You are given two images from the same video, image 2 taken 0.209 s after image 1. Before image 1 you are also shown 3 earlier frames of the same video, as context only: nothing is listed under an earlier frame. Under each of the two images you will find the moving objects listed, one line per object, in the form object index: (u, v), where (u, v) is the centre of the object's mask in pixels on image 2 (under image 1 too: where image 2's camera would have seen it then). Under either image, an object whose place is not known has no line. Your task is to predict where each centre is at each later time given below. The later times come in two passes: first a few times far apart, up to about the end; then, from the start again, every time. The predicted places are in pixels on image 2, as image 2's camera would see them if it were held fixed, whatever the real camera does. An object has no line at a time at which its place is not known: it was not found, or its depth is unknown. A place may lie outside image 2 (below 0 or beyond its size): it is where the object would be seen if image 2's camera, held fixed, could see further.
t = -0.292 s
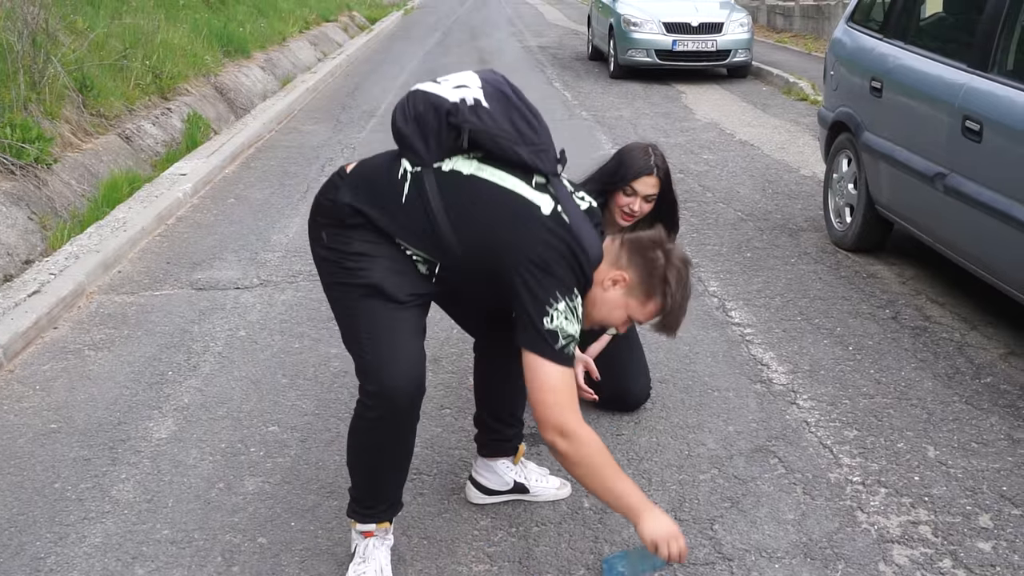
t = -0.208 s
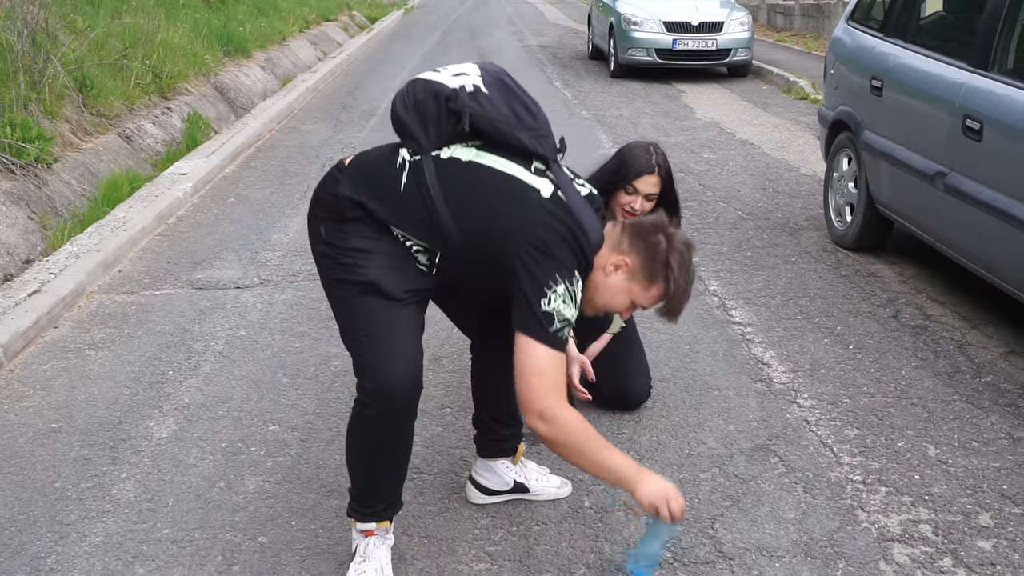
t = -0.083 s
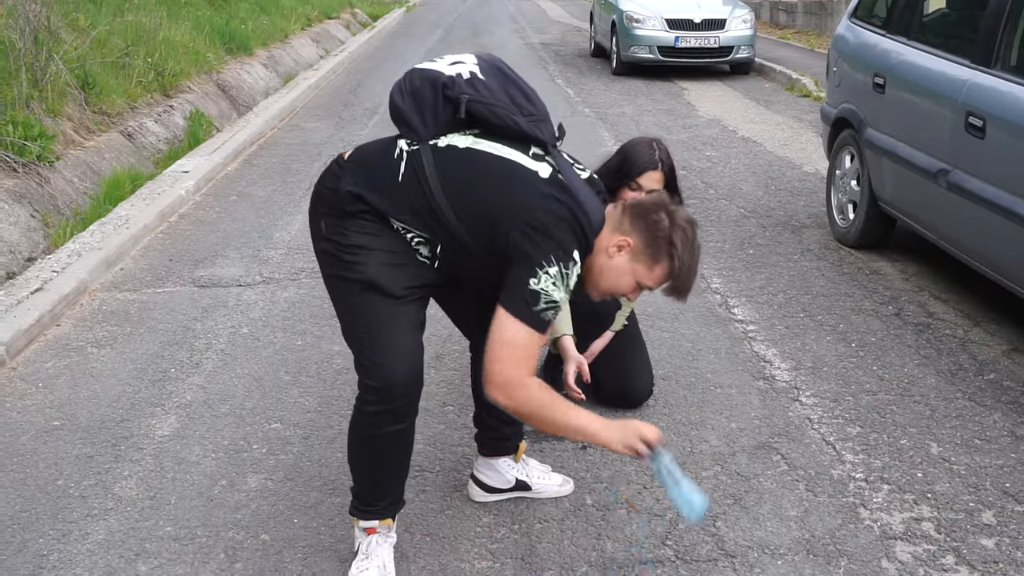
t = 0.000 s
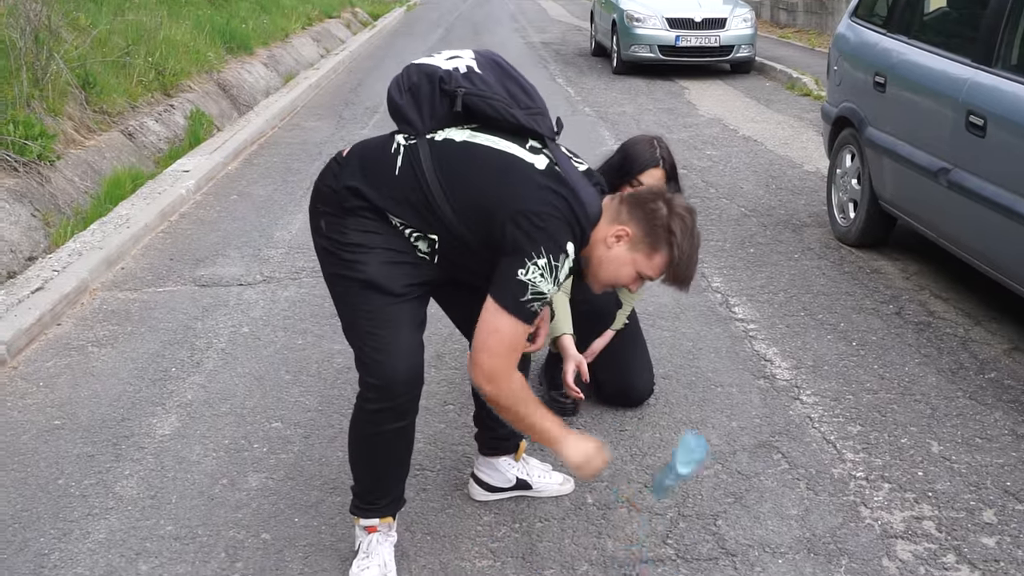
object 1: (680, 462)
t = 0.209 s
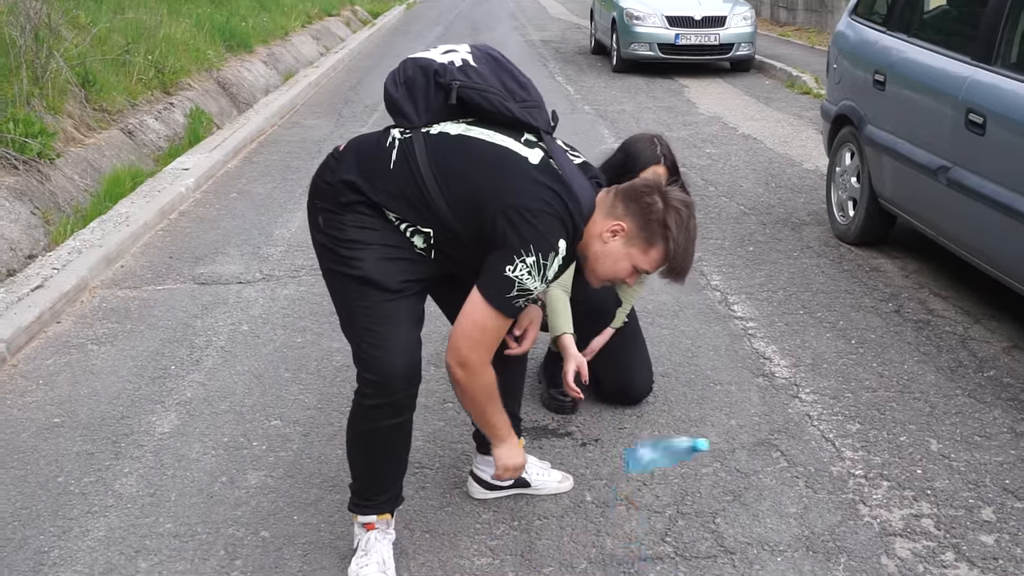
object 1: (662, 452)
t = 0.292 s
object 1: (646, 495)
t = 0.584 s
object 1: (601, 535)
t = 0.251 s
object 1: (654, 471)
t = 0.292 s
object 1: (646, 495)
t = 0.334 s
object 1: (636, 525)
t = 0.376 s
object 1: (626, 525)
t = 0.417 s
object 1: (619, 524)
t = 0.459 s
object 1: (613, 523)
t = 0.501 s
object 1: (608, 526)
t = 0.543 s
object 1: (603, 533)
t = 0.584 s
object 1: (601, 535)
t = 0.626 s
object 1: (601, 535)
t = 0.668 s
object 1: (600, 535)
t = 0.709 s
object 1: (601, 535)
